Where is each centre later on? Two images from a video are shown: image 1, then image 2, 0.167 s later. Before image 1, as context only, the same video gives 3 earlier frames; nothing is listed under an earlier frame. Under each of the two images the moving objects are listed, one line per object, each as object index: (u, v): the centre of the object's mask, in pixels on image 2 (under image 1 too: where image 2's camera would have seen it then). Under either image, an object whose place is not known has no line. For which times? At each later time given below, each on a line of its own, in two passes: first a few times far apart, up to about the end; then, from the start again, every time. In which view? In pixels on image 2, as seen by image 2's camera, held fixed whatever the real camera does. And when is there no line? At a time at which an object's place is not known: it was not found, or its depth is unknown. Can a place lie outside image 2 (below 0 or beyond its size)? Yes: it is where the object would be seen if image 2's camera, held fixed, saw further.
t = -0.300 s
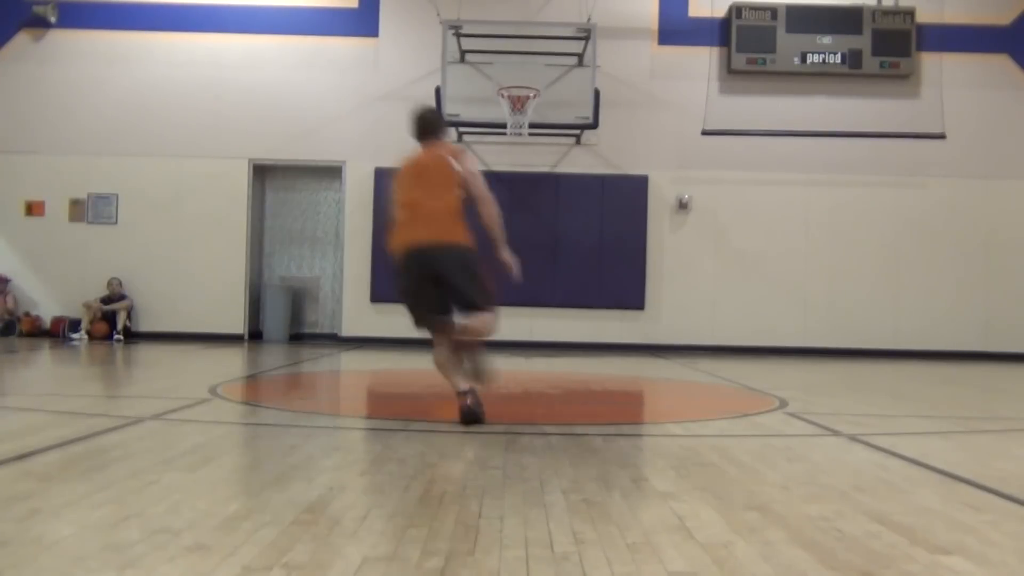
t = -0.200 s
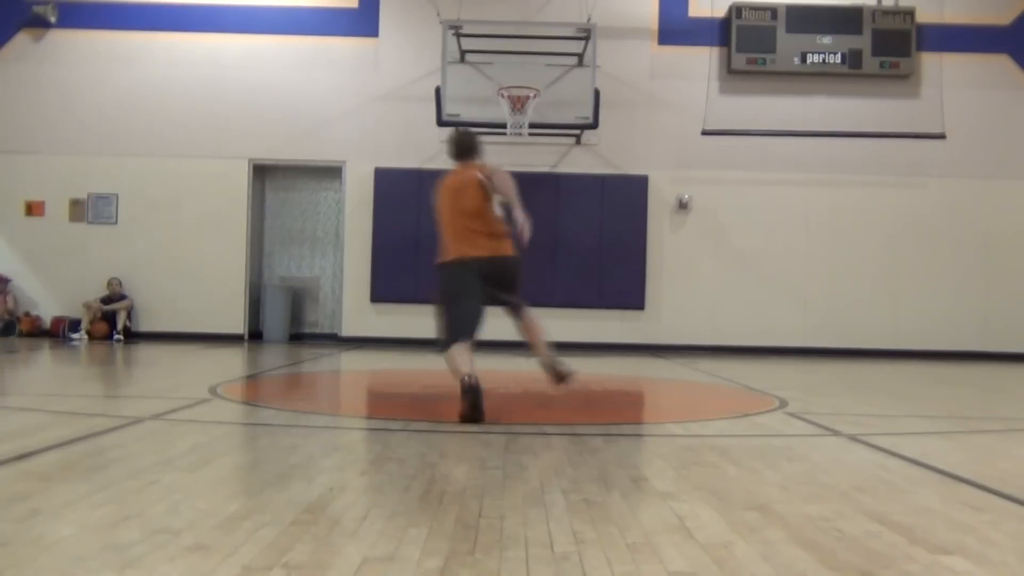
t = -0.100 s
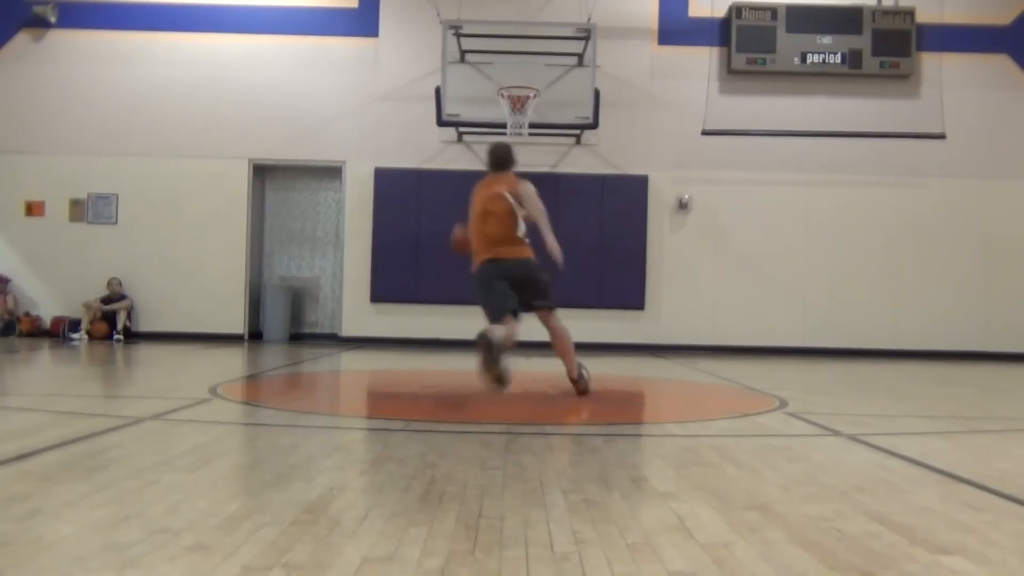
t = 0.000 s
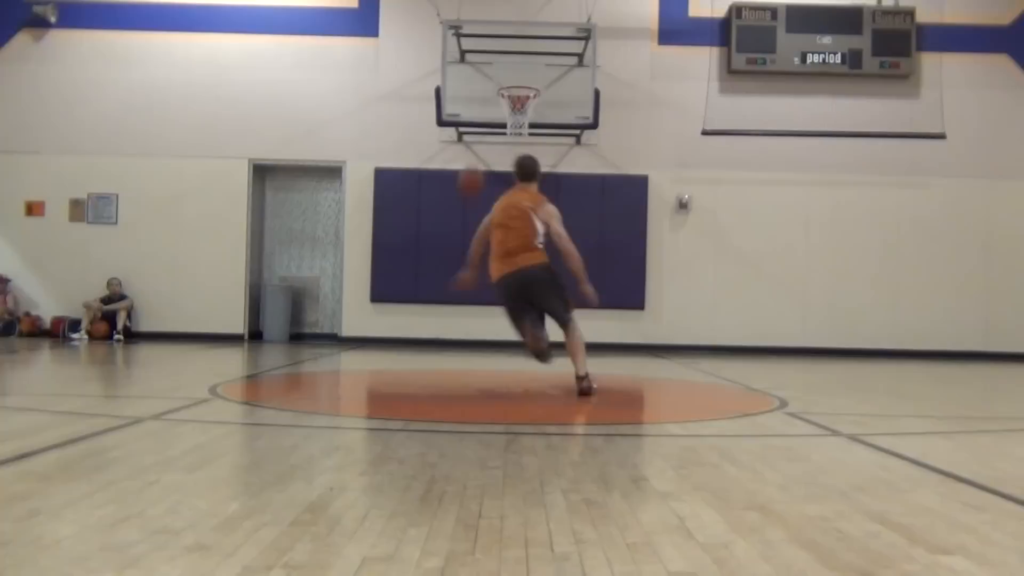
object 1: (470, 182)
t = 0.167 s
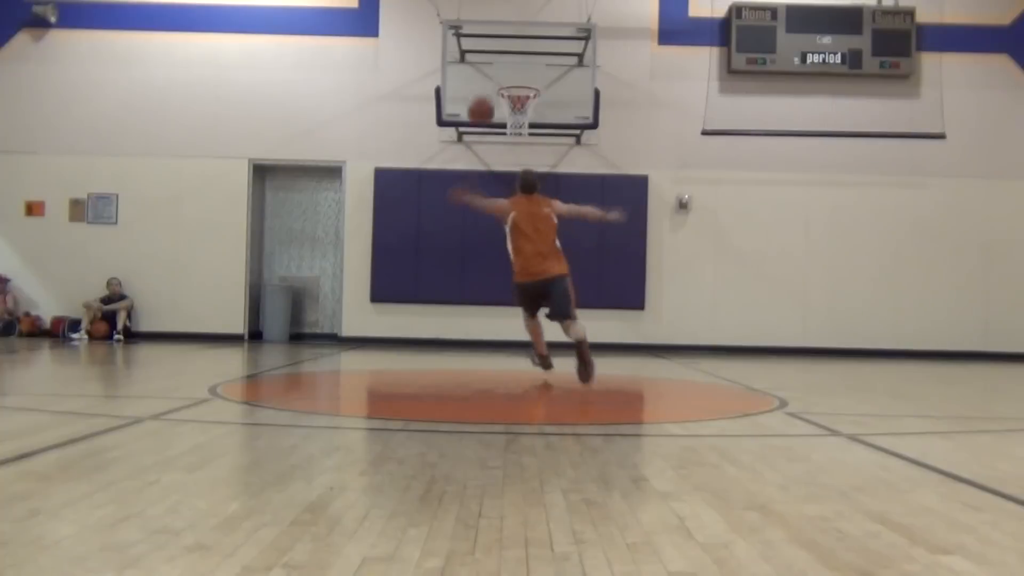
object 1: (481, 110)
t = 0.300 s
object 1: (489, 76)
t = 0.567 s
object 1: (501, 60)
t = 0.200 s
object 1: (483, 100)
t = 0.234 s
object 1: (485, 91)
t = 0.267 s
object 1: (487, 82)
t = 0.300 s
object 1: (489, 76)
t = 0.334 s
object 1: (490, 70)
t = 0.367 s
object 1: (492, 65)
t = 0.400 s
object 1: (494, 62)
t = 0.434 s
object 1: (495, 59)
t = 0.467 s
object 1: (497, 58)
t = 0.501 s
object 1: (498, 57)
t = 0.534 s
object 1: (500, 58)
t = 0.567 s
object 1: (501, 60)
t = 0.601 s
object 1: (503, 63)
